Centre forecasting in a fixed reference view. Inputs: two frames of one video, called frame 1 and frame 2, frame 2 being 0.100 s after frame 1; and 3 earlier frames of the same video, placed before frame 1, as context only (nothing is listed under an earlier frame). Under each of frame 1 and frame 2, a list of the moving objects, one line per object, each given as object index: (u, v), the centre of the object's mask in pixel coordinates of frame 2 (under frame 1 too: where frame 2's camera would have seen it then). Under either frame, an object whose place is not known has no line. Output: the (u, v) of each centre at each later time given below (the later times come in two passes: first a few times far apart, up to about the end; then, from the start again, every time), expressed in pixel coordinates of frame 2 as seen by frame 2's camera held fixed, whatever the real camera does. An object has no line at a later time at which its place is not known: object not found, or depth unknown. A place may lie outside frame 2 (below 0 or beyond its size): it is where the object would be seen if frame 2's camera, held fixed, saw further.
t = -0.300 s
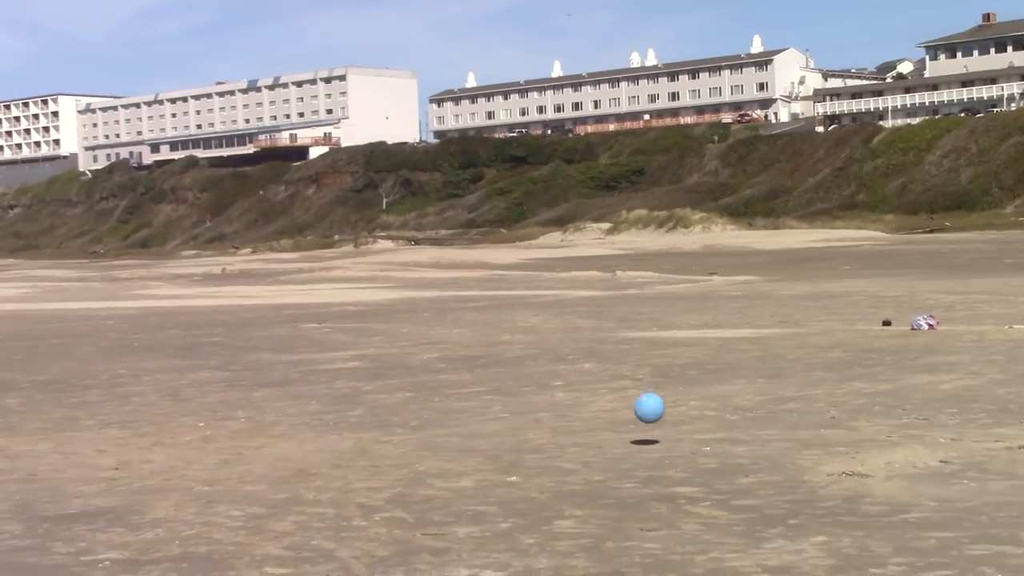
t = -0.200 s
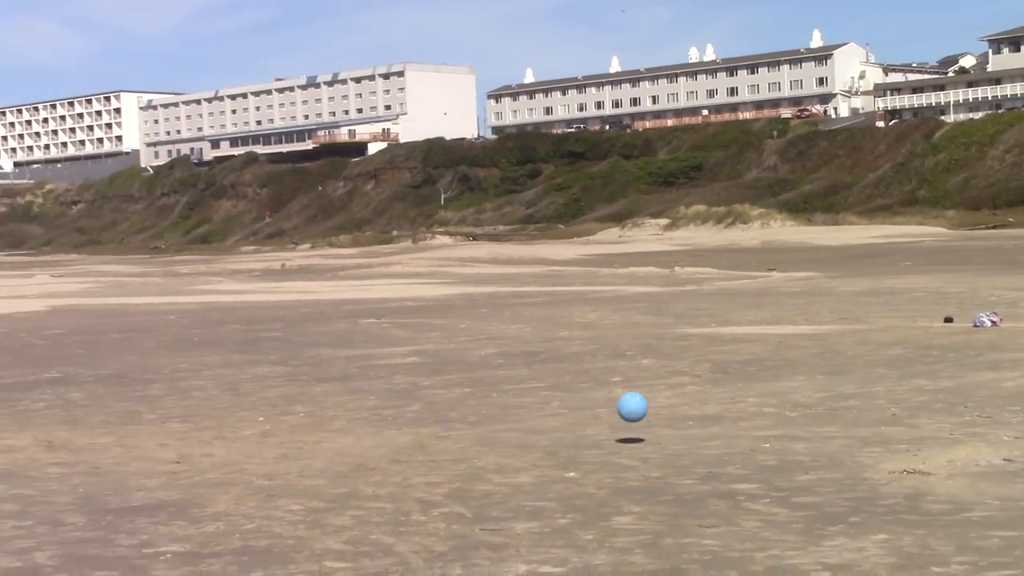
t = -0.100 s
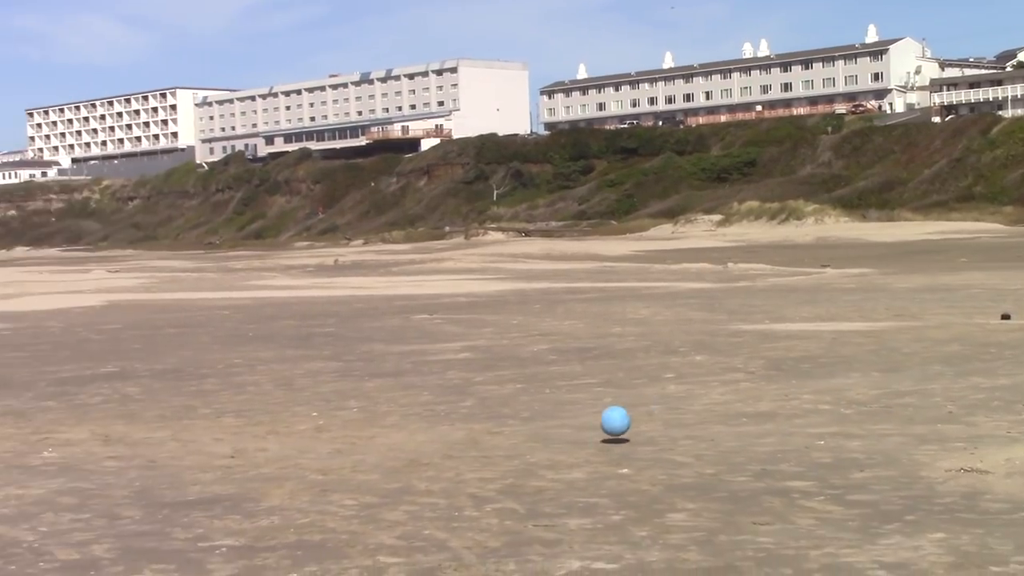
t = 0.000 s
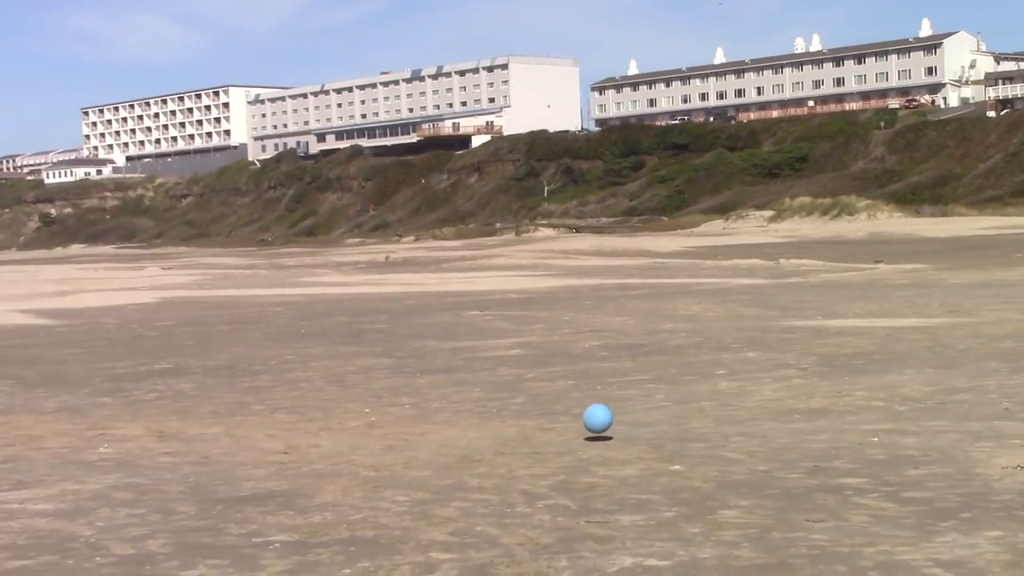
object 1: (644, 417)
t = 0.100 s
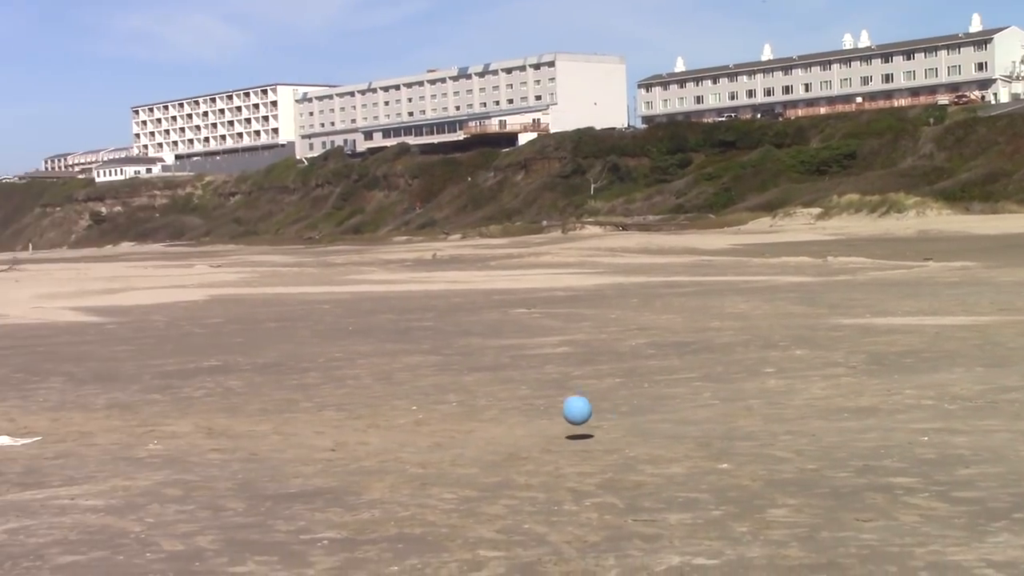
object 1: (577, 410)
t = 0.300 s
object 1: (450, 430)
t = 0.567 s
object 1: (291, 437)
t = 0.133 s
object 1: (554, 411)
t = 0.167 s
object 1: (532, 413)
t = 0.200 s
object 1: (512, 419)
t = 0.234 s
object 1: (492, 425)
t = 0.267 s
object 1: (470, 432)
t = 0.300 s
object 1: (450, 430)
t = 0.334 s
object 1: (430, 425)
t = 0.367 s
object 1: (411, 420)
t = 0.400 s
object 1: (390, 417)
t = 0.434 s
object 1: (370, 417)
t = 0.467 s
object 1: (350, 420)
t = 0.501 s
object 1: (331, 424)
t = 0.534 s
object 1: (311, 429)
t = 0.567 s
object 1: (291, 437)
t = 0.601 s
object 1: (271, 438)
